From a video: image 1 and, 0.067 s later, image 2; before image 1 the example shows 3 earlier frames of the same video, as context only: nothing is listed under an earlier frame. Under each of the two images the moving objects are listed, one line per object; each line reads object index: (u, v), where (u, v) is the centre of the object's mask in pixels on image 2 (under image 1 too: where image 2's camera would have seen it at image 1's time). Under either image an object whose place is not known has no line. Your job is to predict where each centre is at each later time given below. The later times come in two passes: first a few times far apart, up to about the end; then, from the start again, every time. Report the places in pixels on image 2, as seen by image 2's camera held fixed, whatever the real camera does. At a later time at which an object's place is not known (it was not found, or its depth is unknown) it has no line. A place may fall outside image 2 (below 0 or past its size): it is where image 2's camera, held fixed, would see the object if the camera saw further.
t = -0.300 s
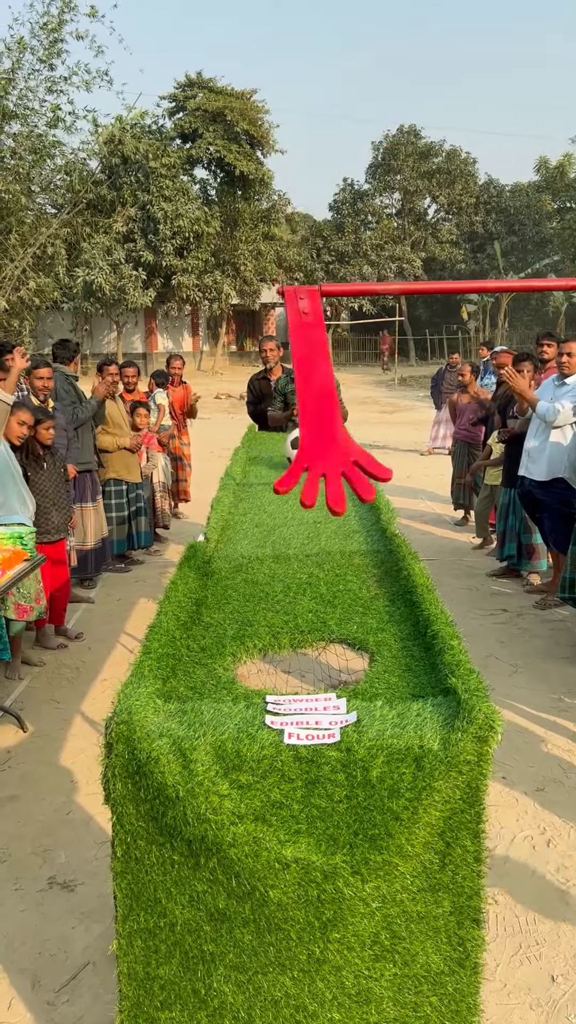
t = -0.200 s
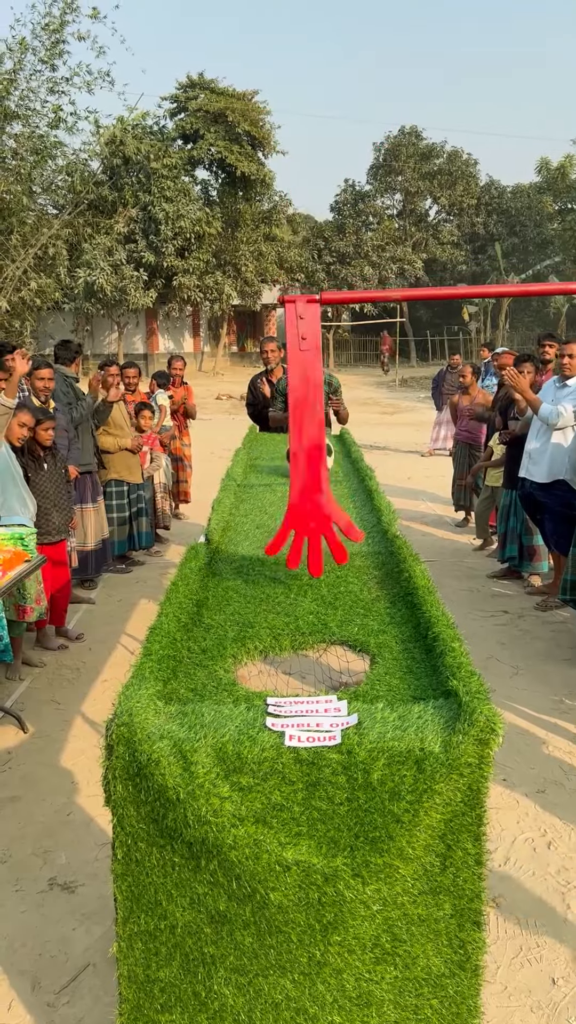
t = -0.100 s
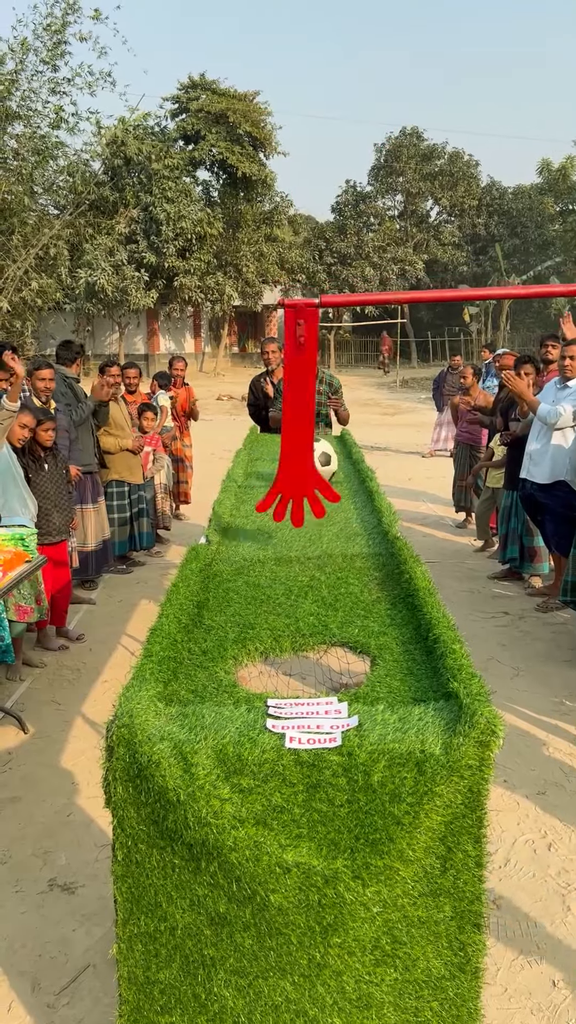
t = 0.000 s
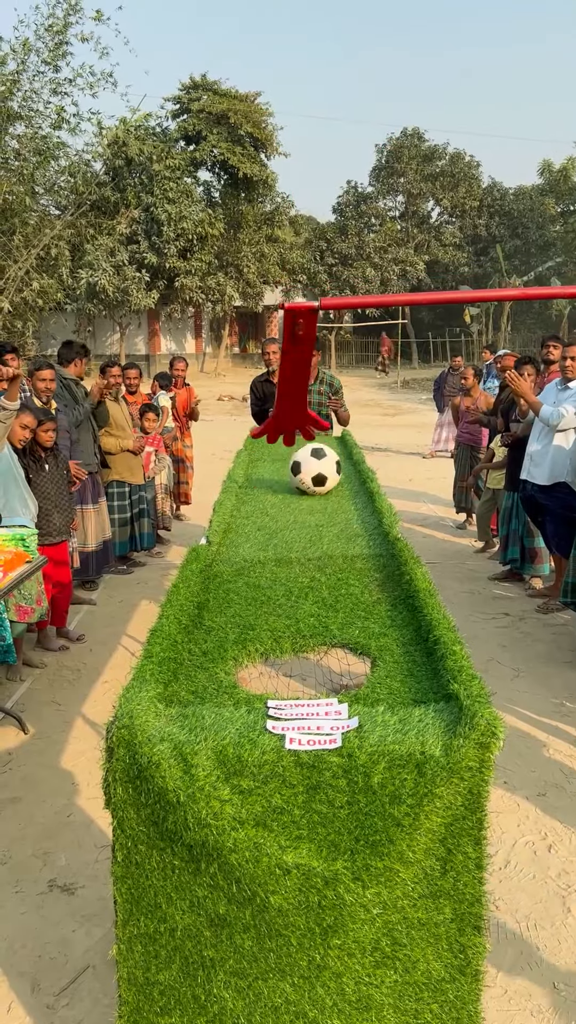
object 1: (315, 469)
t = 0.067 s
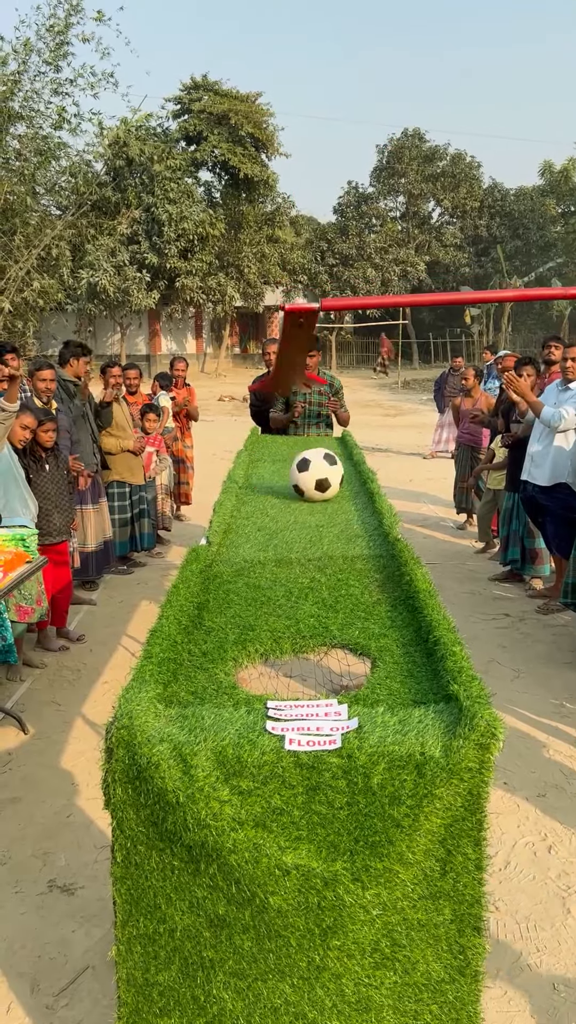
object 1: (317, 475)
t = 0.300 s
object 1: (320, 493)
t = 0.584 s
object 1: (325, 521)
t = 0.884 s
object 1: (325, 563)
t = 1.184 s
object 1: (322, 659)
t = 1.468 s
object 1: (304, 660)
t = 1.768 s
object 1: (307, 668)
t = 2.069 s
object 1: (286, 668)
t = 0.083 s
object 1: (317, 476)
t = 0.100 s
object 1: (317, 477)
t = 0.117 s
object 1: (317, 478)
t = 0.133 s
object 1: (318, 479)
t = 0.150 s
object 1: (318, 481)
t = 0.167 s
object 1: (318, 482)
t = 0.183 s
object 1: (319, 483)
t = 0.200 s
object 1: (319, 485)
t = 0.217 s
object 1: (319, 486)
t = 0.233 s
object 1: (319, 487)
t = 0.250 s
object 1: (319, 489)
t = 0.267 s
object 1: (320, 491)
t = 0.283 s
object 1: (321, 492)
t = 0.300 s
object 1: (320, 493)
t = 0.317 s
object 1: (320, 495)
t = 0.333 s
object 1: (321, 496)
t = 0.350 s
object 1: (322, 498)
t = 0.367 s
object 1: (321, 499)
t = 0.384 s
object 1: (322, 501)
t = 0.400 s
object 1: (322, 503)
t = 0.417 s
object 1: (322, 504)
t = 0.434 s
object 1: (322, 506)
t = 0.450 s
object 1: (323, 507)
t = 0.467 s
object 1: (323, 509)
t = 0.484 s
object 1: (324, 511)
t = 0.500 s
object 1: (323, 512)
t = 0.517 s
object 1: (323, 514)
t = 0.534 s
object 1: (324, 516)
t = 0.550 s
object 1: (324, 518)
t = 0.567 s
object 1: (324, 519)
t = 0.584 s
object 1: (325, 521)
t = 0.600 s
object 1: (324, 523)
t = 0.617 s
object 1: (324, 525)
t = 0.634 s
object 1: (325, 527)
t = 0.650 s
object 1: (324, 529)
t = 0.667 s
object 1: (325, 532)
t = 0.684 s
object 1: (325, 534)
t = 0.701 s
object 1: (325, 536)
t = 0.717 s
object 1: (325, 538)
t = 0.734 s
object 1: (325, 540)
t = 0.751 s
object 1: (325, 542)
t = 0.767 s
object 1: (325, 544)
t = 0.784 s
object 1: (325, 547)
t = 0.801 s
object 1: (325, 550)
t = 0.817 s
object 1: (325, 552)
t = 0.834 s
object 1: (325, 554)
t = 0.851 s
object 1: (325, 557)
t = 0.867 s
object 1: (325, 560)
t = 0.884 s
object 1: (325, 563)
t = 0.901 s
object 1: (325, 565)
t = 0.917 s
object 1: (325, 568)
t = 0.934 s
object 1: (325, 571)
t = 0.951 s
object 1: (325, 574)
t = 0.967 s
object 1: (324, 577)
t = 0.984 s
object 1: (324, 580)
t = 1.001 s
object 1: (325, 583)
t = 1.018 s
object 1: (324, 586)
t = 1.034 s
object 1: (325, 589)
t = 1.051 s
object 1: (324, 594)
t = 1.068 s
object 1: (324, 598)
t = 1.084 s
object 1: (324, 603)
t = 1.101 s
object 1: (325, 611)
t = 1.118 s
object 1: (325, 619)
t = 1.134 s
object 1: (325, 629)
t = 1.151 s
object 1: (325, 641)
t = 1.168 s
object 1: (324, 650)
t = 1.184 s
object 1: (322, 659)
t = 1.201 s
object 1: (314, 659)
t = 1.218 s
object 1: (305, 660)
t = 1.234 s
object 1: (296, 661)
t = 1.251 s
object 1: (288, 663)
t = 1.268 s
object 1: (282, 664)
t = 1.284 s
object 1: (283, 661)
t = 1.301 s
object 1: (284, 660)
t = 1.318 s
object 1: (285, 660)
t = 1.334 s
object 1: (286, 660)
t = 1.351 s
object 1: (288, 661)
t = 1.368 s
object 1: (290, 662)
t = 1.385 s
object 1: (294, 662)
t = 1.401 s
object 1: (296, 661)
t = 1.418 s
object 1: (298, 660)
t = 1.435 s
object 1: (300, 659)
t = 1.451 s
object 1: (302, 659)
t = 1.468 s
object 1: (304, 660)
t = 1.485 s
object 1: (307, 661)
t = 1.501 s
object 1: (309, 663)
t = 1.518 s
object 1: (311, 665)
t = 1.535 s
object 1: (313, 665)
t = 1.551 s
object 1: (315, 664)
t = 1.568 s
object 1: (317, 664)
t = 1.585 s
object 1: (318, 664)
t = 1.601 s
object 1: (320, 665)
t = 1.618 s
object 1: (321, 666)
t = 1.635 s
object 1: (322, 667)
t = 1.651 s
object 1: (320, 666)
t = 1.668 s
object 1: (318, 666)
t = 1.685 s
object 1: (317, 667)
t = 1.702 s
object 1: (315, 668)
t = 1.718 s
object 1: (313, 667)
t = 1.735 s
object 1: (311, 667)
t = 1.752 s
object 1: (309, 668)
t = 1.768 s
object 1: (307, 668)
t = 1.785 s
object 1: (305, 669)
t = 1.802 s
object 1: (303, 669)
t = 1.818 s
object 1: (300, 669)
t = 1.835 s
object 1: (298, 670)
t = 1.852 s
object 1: (296, 670)
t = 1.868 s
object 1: (293, 670)
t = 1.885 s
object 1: (291, 670)
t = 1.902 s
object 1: (290, 670)
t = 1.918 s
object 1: (289, 670)
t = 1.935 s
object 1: (288, 670)
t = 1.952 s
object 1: (287, 669)
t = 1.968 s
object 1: (286, 669)
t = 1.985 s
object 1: (286, 669)
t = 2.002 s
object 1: (285, 669)
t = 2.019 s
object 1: (285, 668)
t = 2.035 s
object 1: (285, 668)
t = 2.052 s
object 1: (285, 668)
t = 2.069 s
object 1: (286, 668)
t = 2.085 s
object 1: (286, 668)
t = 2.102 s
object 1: (287, 667)
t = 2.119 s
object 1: (287, 667)
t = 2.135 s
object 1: (287, 667)
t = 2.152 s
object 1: (287, 667)
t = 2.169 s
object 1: (288, 666)
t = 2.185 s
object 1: (288, 666)
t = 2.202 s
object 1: (288, 666)
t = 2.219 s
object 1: (288, 666)
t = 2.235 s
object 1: (288, 665)
